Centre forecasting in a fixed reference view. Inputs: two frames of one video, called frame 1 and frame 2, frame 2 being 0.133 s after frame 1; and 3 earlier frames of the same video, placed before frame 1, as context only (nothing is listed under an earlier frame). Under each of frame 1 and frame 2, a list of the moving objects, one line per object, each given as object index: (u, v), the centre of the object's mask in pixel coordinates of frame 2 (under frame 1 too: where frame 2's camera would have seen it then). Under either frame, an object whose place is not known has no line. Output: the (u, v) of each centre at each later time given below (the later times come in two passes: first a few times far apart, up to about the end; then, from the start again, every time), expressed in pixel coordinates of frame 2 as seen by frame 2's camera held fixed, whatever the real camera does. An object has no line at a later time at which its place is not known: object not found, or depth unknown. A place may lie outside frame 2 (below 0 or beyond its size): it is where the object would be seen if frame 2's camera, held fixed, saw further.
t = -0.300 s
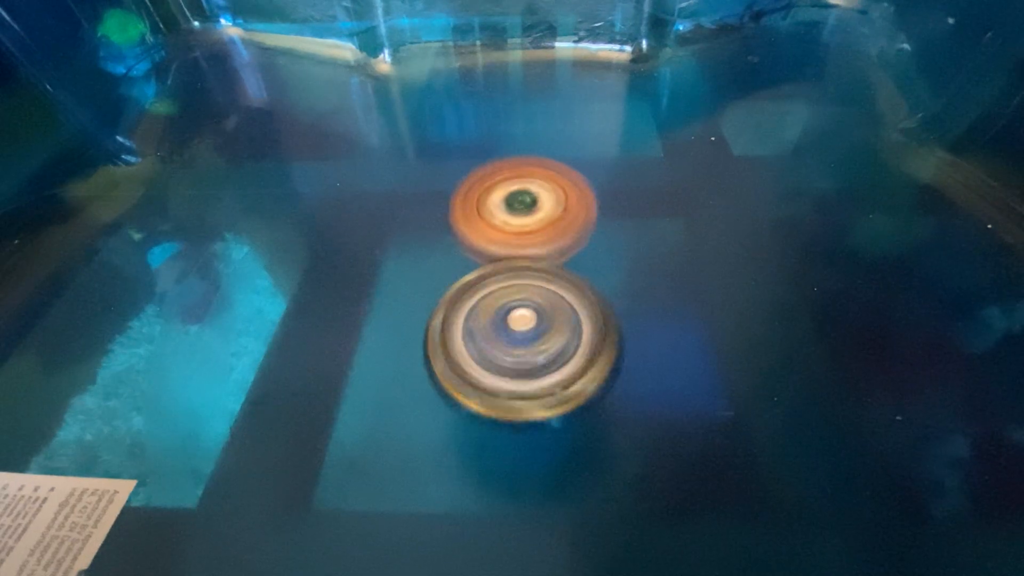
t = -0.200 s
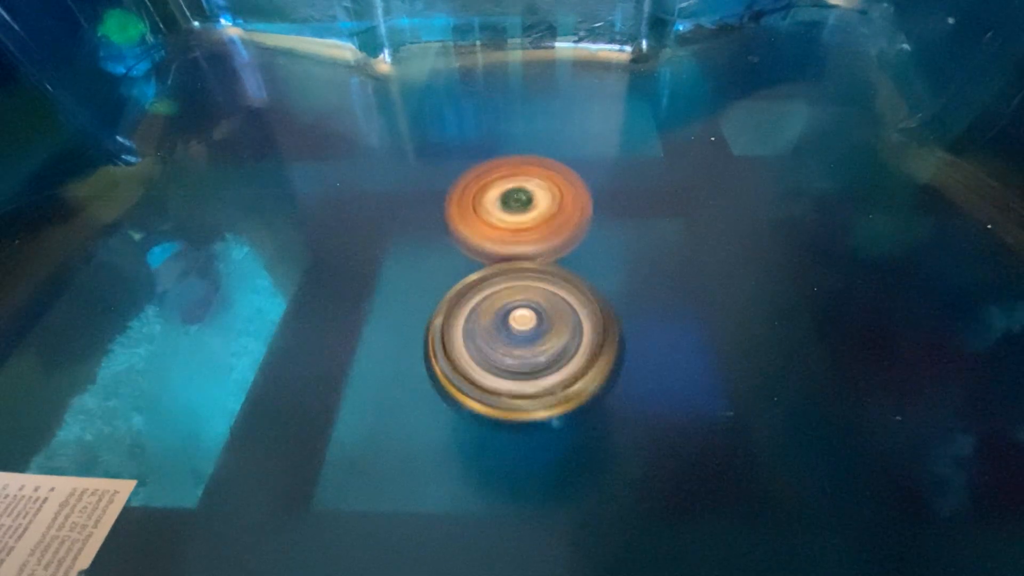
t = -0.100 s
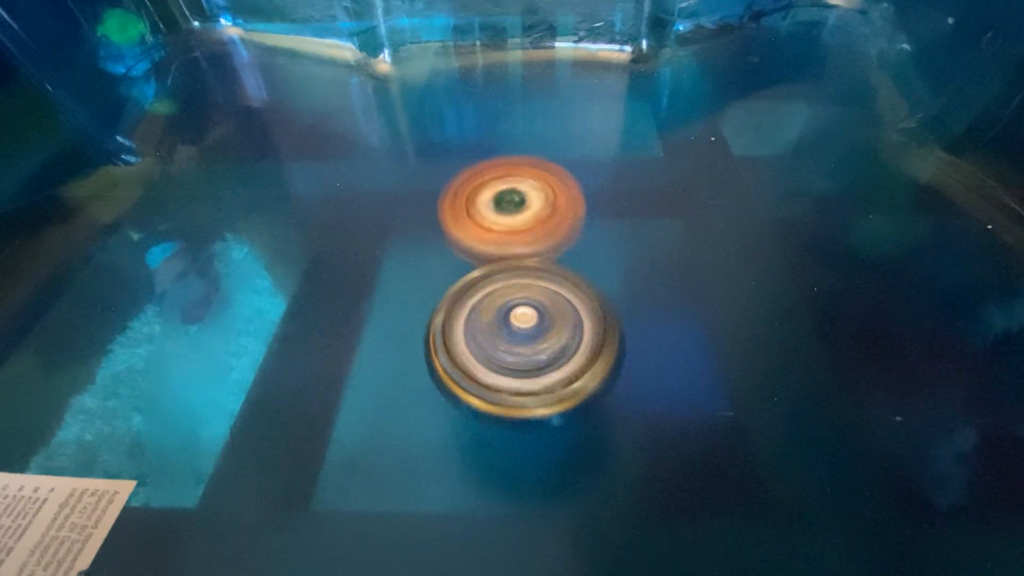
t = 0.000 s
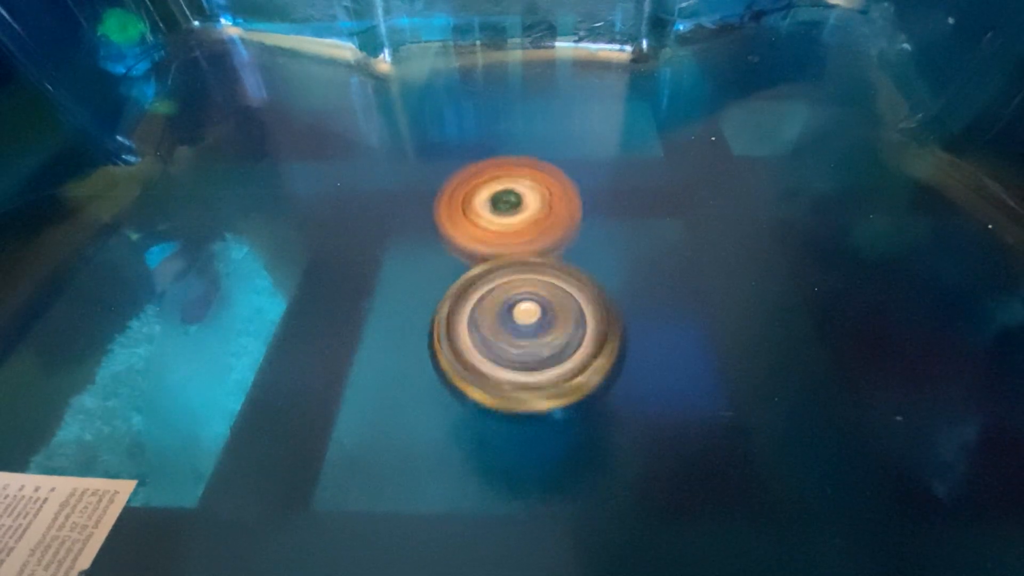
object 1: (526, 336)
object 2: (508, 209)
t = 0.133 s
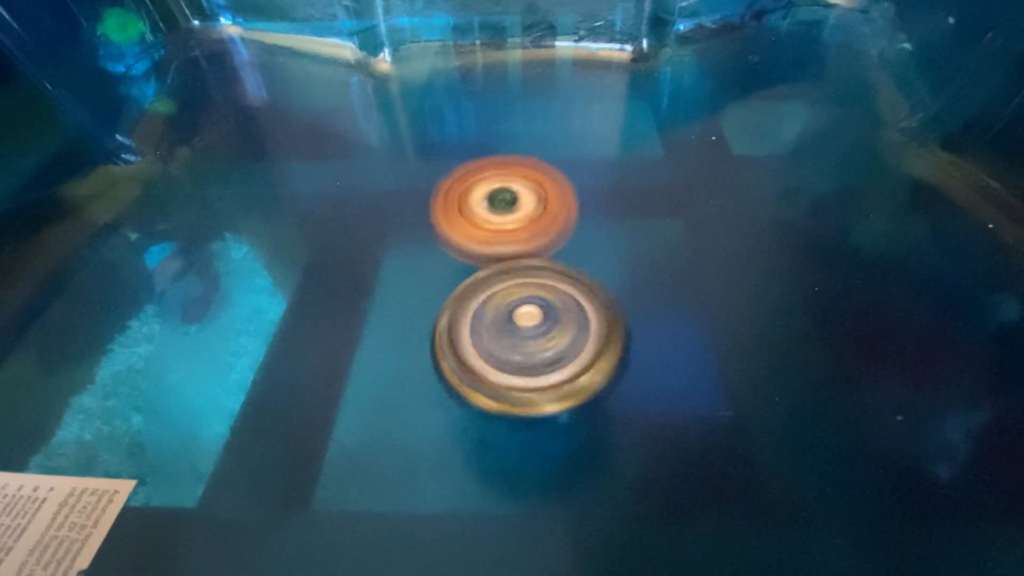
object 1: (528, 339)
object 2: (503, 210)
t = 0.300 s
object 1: (533, 339)
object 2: (500, 212)
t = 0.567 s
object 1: (540, 342)
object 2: (498, 214)
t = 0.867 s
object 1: (549, 355)
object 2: (495, 213)
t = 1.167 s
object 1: (546, 342)
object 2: (495, 213)
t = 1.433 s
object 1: (551, 332)
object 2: (496, 210)
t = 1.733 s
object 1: (562, 329)
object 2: (503, 212)
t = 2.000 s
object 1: (577, 330)
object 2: (507, 214)
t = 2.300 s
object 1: (584, 329)
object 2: (504, 215)
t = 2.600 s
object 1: (584, 328)
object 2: (494, 216)
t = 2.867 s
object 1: (584, 323)
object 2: (488, 218)
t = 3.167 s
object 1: (587, 322)
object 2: (476, 217)
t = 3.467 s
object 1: (612, 334)
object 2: (461, 217)
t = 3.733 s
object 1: (647, 371)
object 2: (442, 216)
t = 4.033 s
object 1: (606, 349)
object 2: (450, 233)
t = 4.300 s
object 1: (635, 337)
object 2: (452, 223)
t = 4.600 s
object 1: (661, 345)
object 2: (450, 213)
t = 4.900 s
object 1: (621, 304)
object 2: (461, 214)
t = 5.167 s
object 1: (621, 268)
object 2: (469, 211)
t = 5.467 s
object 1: (626, 253)
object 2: (473, 210)
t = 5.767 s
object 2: (465, 220)
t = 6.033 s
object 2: (448, 230)
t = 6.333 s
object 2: (431, 250)
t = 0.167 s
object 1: (530, 339)
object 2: (503, 210)
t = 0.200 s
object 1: (532, 341)
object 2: (502, 210)
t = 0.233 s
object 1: (532, 340)
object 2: (501, 211)
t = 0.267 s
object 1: (532, 339)
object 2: (501, 211)
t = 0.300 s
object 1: (533, 339)
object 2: (500, 212)
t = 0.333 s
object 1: (533, 337)
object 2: (500, 212)
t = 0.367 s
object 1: (533, 338)
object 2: (499, 212)
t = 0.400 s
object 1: (534, 338)
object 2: (498, 213)
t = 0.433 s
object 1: (534, 339)
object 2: (498, 213)
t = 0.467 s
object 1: (536, 341)
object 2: (498, 213)
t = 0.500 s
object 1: (539, 341)
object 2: (497, 214)
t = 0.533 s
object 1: (538, 342)
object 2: (498, 214)
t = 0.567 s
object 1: (540, 342)
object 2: (498, 214)
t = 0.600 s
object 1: (542, 341)
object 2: (496, 215)
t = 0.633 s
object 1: (542, 341)
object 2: (498, 215)
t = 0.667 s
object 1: (543, 340)
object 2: (498, 216)
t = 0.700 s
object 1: (543, 339)
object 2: (496, 216)
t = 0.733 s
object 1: (543, 344)
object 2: (496, 216)
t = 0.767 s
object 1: (545, 347)
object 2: (495, 216)
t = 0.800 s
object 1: (547, 349)
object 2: (496, 214)
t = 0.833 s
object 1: (547, 353)
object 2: (495, 213)
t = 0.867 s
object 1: (549, 355)
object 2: (495, 213)
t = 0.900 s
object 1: (550, 355)
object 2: (496, 212)
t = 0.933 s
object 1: (550, 356)
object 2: (495, 212)
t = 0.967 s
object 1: (550, 356)
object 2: (495, 212)
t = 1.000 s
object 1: (549, 355)
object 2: (495, 211)
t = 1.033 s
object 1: (549, 354)
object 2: (494, 212)
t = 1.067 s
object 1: (549, 352)
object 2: (495, 212)
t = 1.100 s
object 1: (548, 349)
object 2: (495, 212)
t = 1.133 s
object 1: (547, 346)
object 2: (493, 213)
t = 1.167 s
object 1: (546, 342)
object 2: (495, 213)
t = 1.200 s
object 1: (545, 338)
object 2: (494, 213)
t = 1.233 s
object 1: (545, 335)
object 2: (495, 213)
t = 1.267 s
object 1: (545, 333)
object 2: (495, 212)
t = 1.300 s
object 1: (544, 333)
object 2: (494, 212)
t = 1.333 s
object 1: (546, 332)
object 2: (495, 212)
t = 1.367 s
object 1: (547, 334)
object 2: (495, 211)
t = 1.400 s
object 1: (549, 333)
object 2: (495, 211)
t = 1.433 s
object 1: (551, 332)
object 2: (496, 210)
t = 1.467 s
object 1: (554, 332)
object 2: (496, 210)
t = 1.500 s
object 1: (555, 330)
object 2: (496, 210)
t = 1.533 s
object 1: (556, 330)
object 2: (497, 209)
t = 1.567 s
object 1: (556, 328)
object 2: (497, 210)
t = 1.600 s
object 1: (557, 327)
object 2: (499, 211)
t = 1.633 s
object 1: (560, 328)
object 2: (499, 211)
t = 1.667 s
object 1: (560, 327)
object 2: (500, 211)
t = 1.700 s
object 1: (561, 329)
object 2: (501, 211)
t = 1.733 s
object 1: (562, 329)
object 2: (503, 212)
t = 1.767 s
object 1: (566, 329)
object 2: (504, 211)
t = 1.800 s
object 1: (568, 330)
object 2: (504, 211)
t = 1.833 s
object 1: (570, 328)
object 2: (505, 212)
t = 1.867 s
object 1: (573, 327)
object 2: (506, 212)
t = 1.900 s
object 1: (573, 327)
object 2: (507, 213)
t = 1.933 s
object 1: (574, 327)
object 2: (507, 213)
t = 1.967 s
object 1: (577, 328)
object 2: (507, 213)
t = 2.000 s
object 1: (577, 330)
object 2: (507, 214)
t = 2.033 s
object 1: (579, 330)
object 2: (508, 213)
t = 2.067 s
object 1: (579, 330)
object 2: (509, 213)
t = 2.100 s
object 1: (580, 329)
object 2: (507, 214)
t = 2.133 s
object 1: (580, 327)
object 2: (507, 213)
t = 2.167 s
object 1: (580, 327)
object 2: (508, 214)
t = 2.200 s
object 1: (581, 327)
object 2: (506, 214)
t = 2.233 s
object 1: (580, 328)
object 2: (507, 214)
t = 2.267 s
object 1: (581, 328)
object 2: (506, 214)
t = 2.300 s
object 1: (584, 329)
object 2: (504, 215)
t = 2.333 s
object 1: (583, 331)
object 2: (504, 215)
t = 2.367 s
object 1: (583, 329)
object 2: (501, 214)
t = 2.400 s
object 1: (584, 329)
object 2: (501, 215)
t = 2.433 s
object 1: (583, 327)
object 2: (501, 215)
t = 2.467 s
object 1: (583, 326)
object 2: (500, 215)
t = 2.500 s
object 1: (583, 325)
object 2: (498, 216)
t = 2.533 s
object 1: (582, 327)
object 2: (498, 216)
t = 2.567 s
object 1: (582, 329)
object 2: (496, 216)
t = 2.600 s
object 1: (584, 328)
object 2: (494, 216)
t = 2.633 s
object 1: (586, 330)
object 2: (494, 216)
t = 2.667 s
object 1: (587, 330)
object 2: (491, 216)
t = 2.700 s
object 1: (588, 330)
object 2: (492, 217)
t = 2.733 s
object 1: (587, 330)
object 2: (491, 217)
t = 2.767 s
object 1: (587, 328)
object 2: (489, 216)
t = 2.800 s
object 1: (587, 328)
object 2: (489, 218)
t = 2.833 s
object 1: (585, 326)
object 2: (489, 218)
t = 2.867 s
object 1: (584, 323)
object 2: (488, 218)
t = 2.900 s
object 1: (583, 321)
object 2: (487, 219)
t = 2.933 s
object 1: (582, 322)
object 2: (486, 218)
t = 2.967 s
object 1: (583, 323)
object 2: (484, 218)
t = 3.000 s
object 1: (585, 322)
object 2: (483, 218)
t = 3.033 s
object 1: (588, 325)
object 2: (482, 217)
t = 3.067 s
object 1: (588, 323)
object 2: (479, 217)
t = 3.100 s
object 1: (589, 323)
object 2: (479, 217)
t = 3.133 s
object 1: (590, 323)
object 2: (478, 216)
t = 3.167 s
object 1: (587, 322)
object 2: (476, 217)
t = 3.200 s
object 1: (589, 320)
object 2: (476, 219)
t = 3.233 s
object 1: (588, 319)
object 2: (475, 218)
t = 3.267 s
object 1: (585, 317)
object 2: (474, 220)
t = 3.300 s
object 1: (584, 315)
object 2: (474, 221)
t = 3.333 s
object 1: (584, 314)
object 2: (474, 222)
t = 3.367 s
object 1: (584, 314)
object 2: (472, 224)
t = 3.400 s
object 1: (592, 322)
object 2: (468, 221)
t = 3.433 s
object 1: (604, 329)
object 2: (464, 218)
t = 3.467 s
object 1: (612, 334)
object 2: (461, 217)
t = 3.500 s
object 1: (620, 341)
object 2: (457, 216)
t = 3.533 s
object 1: (628, 346)
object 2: (454, 214)
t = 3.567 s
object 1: (634, 353)
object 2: (451, 215)
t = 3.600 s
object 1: (640, 357)
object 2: (449, 214)
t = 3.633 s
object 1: (644, 363)
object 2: (447, 215)
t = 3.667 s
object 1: (645, 365)
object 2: (445, 215)
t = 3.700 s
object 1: (646, 368)
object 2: (444, 215)
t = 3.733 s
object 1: (647, 371)
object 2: (442, 216)
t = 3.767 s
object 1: (644, 374)
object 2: (442, 218)
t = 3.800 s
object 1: (642, 373)
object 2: (441, 218)
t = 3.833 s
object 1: (639, 374)
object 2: (441, 220)
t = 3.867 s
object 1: (636, 372)
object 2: (440, 222)
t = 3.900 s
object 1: (629, 369)
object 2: (442, 224)
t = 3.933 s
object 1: (625, 365)
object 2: (442, 226)
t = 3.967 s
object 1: (618, 361)
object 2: (444, 228)
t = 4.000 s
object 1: (612, 356)
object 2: (447, 231)
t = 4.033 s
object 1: (606, 349)
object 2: (450, 233)
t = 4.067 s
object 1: (599, 341)
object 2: (453, 235)
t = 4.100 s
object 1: (594, 333)
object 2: (457, 237)
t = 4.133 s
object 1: (587, 324)
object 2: (460, 238)
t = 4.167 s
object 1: (592, 325)
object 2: (458, 236)
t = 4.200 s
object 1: (604, 329)
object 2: (455, 232)
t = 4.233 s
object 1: (616, 333)
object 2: (453, 229)
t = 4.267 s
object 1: (623, 335)
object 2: (452, 226)
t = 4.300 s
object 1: (635, 337)
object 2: (452, 223)
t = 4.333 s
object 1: (642, 341)
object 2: (451, 221)
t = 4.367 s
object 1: (648, 342)
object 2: (451, 219)
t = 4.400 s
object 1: (655, 345)
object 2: (450, 217)
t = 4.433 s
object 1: (656, 346)
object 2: (449, 217)
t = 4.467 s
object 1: (659, 346)
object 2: (450, 215)
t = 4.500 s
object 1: (663, 347)
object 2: (449, 215)
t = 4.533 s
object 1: (663, 349)
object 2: (449, 214)
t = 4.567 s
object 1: (661, 348)
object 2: (450, 214)
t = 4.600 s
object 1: (661, 345)
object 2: (450, 213)
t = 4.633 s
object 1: (660, 345)
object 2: (449, 213)
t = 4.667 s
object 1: (655, 343)
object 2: (449, 213)
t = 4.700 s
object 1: (650, 339)
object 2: (451, 213)
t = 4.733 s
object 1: (648, 335)
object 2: (451, 212)
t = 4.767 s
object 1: (644, 332)
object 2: (452, 213)
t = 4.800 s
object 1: (638, 325)
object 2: (453, 213)
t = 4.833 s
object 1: (634, 319)
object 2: (456, 213)
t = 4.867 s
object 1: (626, 313)
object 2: (456, 214)
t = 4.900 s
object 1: (621, 304)
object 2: (461, 214)
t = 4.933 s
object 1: (615, 297)
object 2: (463, 214)
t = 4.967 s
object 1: (610, 289)
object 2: (468, 215)
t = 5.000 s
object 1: (604, 282)
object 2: (470, 216)
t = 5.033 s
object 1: (608, 279)
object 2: (469, 215)
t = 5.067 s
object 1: (612, 276)
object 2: (469, 215)
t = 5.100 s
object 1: (616, 272)
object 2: (471, 212)
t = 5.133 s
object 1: (619, 270)
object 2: (468, 210)
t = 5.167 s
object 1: (621, 268)
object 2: (469, 211)
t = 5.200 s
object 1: (622, 266)
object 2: (470, 209)
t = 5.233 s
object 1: (624, 263)
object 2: (469, 208)
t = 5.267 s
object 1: (627, 262)
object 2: (469, 209)
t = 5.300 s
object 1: (628, 260)
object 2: (472, 208)
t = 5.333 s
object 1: (628, 259)
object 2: (470, 207)
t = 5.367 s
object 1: (628, 257)
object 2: (470, 209)
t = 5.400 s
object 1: (628, 256)
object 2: (472, 209)
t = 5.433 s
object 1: (628, 254)
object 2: (474, 209)
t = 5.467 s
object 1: (626, 253)
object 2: (473, 210)
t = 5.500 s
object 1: (628, 252)
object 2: (473, 210)
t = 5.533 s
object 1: (630, 254)
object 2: (470, 210)
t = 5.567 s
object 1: (630, 254)
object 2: (470, 212)
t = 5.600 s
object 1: (632, 254)
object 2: (470, 211)
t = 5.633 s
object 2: (468, 213)
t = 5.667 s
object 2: (467, 215)
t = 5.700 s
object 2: (468, 217)
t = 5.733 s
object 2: (466, 217)
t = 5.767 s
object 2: (465, 220)
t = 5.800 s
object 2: (466, 220)
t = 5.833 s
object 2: (463, 222)
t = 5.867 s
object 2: (461, 224)
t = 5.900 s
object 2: (460, 225)
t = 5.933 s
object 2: (458, 226)
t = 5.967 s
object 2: (455, 229)
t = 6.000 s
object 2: (454, 230)
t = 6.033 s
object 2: (448, 230)
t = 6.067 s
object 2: (446, 233)
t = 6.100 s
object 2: (444, 233)
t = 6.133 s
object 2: (439, 234)
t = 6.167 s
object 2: (436, 239)
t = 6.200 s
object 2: (437, 240)
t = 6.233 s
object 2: (433, 241)
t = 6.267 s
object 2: (432, 245)
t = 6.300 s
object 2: (432, 247)
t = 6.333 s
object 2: (431, 250)
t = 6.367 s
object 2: (428, 252)
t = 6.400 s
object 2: (427, 255)
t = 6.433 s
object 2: (426, 255)
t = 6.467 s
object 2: (418, 257)
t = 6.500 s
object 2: (417, 261)
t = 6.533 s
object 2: (418, 263)
